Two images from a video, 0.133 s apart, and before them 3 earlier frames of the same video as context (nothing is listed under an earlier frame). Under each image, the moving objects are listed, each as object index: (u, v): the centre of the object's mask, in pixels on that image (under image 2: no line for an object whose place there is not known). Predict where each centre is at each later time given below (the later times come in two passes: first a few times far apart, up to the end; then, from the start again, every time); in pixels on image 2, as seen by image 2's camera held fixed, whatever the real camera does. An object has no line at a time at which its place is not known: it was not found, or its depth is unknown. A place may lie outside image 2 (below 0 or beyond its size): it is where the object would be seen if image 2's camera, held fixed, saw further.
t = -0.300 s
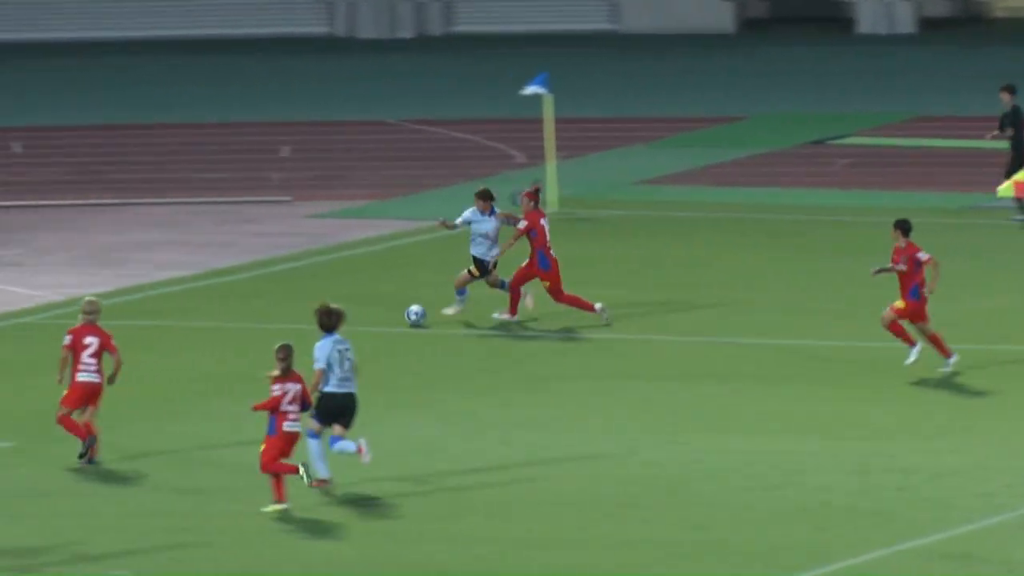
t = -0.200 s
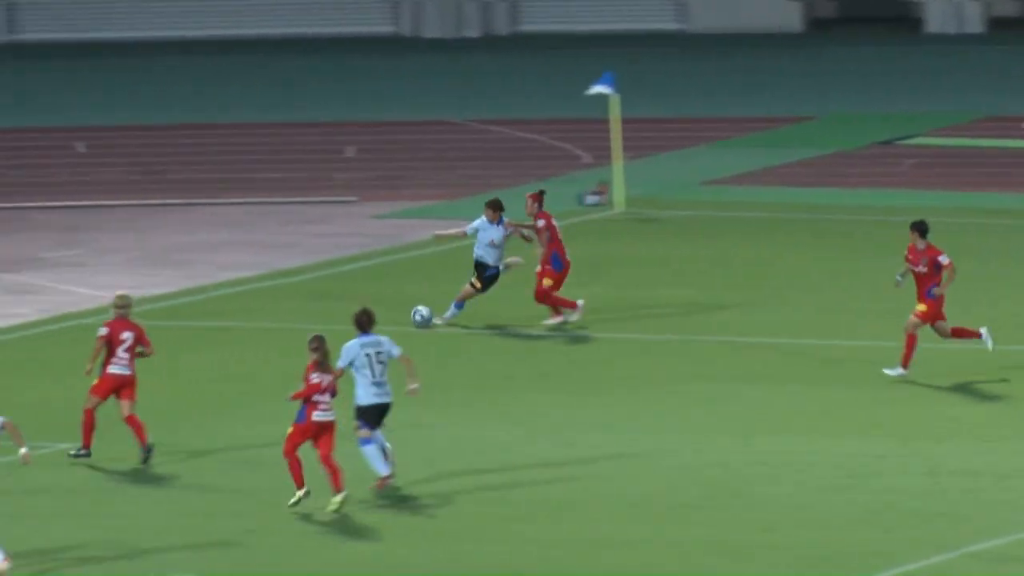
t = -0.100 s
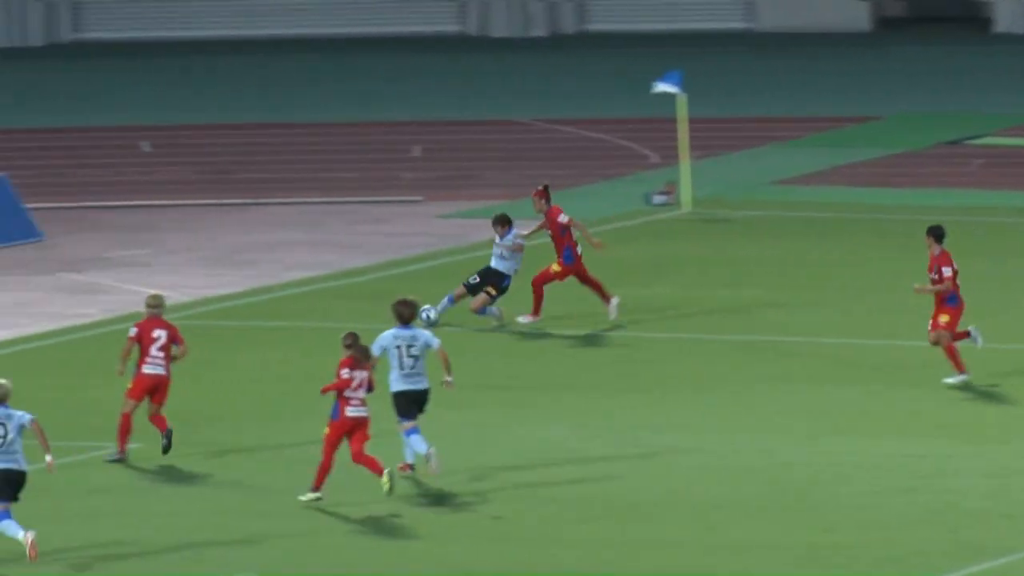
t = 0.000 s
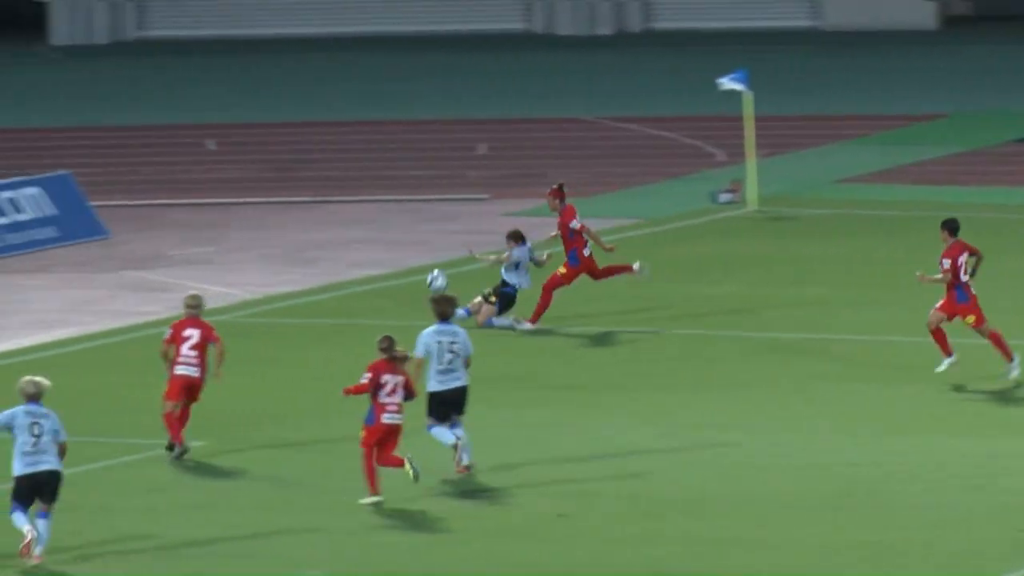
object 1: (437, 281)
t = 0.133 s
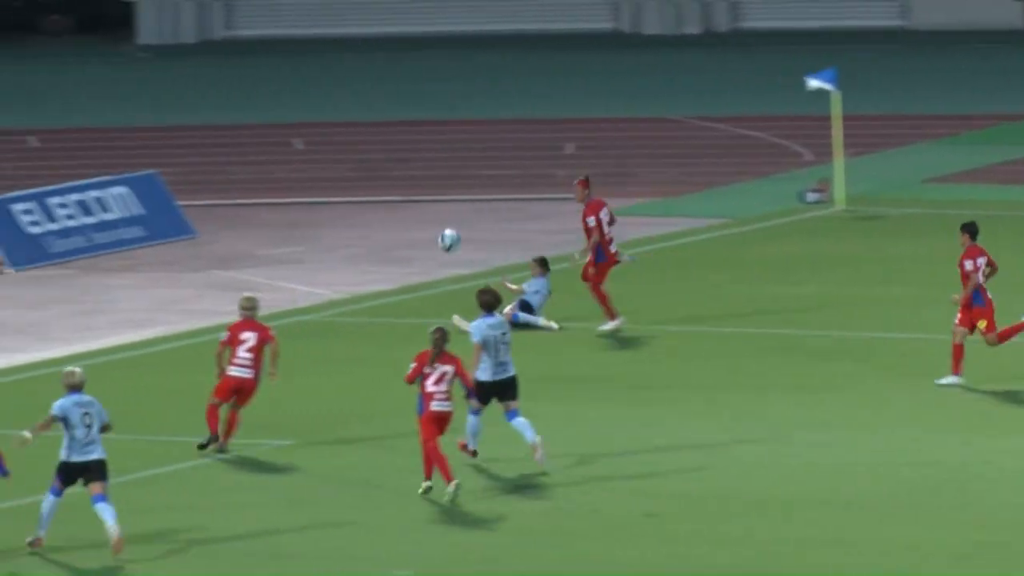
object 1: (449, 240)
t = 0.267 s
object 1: (375, 213)
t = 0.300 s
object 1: (357, 208)
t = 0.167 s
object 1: (431, 232)
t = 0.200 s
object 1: (412, 225)
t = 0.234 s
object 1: (393, 219)
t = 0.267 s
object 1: (375, 213)
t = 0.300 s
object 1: (357, 208)
